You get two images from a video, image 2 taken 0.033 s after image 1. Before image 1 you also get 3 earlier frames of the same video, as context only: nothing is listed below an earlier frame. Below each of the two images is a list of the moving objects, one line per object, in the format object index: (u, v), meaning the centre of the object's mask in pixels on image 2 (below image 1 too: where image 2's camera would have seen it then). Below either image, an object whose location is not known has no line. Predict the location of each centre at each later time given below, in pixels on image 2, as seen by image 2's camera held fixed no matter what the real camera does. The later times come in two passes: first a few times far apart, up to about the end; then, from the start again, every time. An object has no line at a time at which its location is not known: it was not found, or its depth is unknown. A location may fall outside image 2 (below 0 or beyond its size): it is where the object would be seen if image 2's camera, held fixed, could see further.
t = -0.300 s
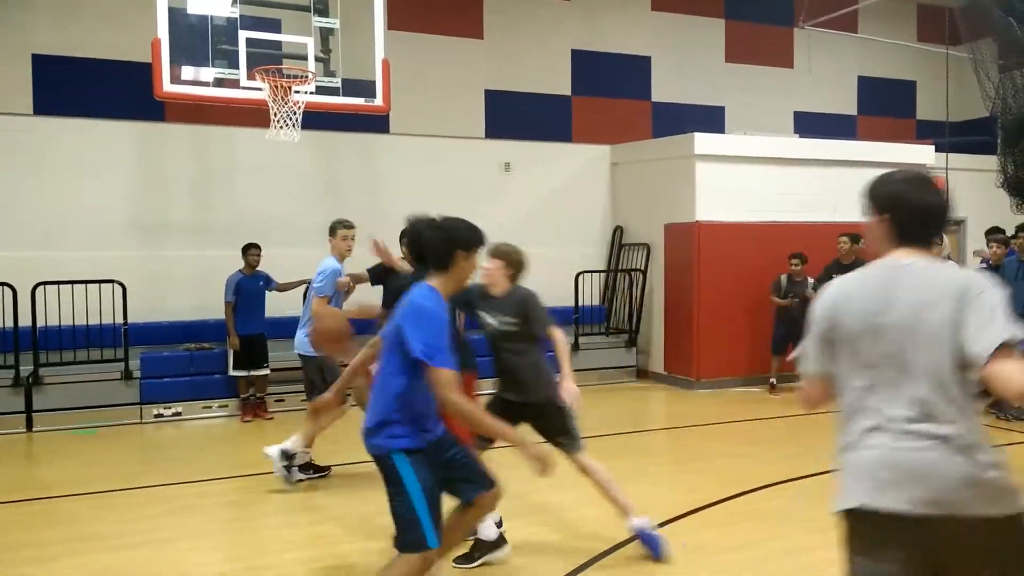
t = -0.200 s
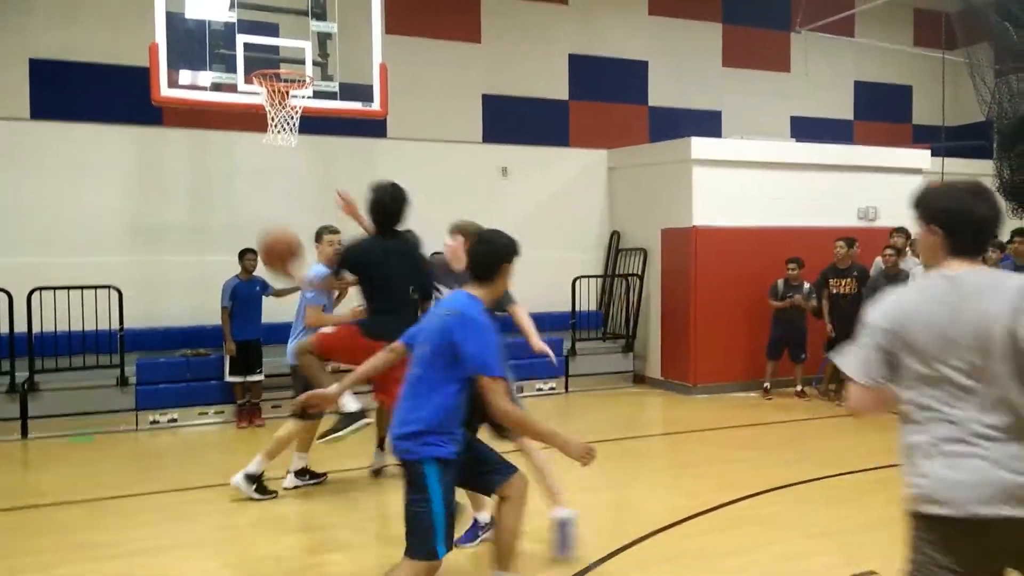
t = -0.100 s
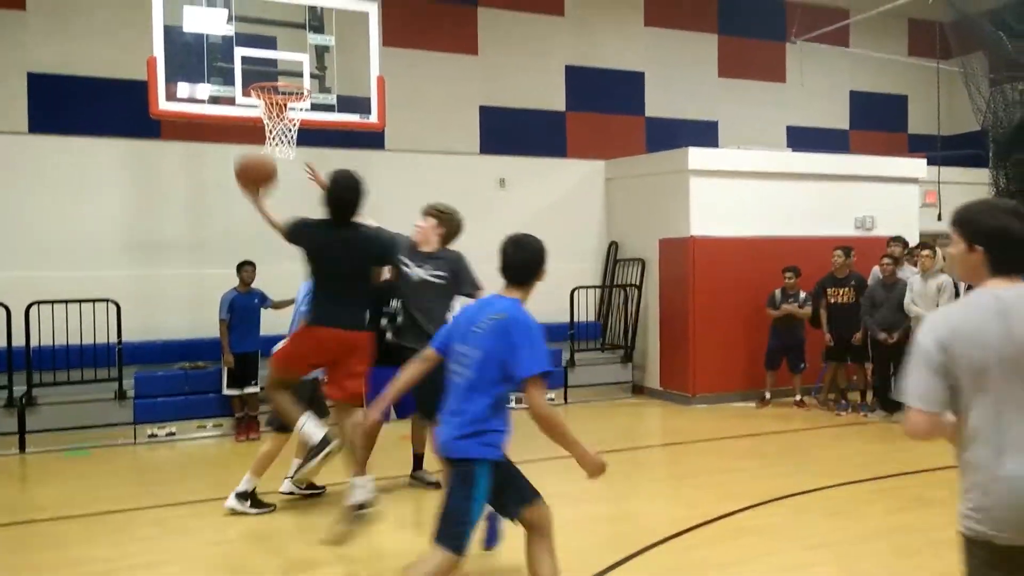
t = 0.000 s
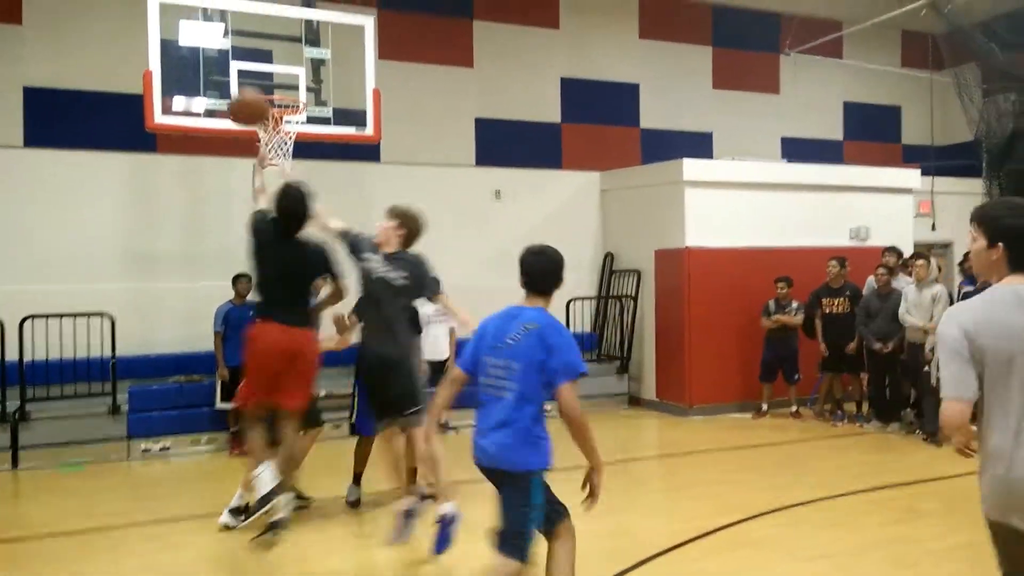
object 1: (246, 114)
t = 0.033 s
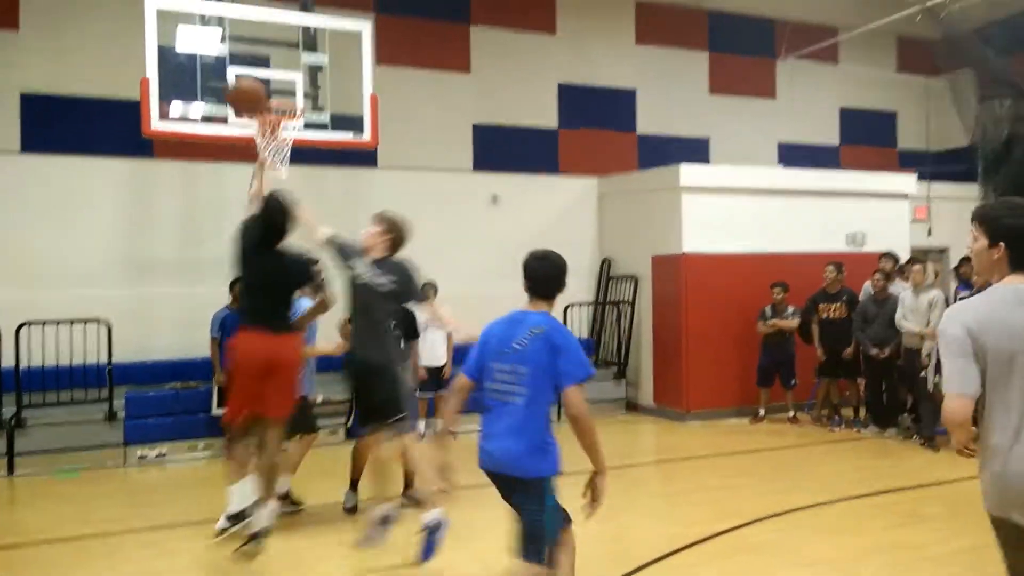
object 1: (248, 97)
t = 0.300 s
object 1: (244, 0)
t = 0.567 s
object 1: (243, 16)
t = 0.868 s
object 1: (229, 75)
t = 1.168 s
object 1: (160, 80)
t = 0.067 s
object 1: (245, 77)
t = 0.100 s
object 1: (243, 59)
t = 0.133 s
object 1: (242, 44)
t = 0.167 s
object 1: (242, 36)
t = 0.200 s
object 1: (242, 23)
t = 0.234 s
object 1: (242, 13)
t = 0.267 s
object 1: (243, 5)
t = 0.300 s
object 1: (244, 0)
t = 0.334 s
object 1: (243, -3)
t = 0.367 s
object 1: (244, -5)
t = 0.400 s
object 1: (244, -5)
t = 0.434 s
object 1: (243, -4)
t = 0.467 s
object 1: (242, -1)
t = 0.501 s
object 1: (243, 3)
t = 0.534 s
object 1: (243, 9)
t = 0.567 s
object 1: (243, 16)
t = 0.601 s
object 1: (245, 24)
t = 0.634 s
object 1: (244, 35)
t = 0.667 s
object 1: (246, 44)
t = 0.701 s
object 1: (246, 55)
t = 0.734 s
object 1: (246, 69)
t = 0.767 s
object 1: (248, 85)
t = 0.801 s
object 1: (245, 91)
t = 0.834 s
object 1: (236, 81)
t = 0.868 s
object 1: (229, 75)
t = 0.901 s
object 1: (221, 70)
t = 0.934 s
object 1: (214, 67)
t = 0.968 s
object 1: (208, 65)
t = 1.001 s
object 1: (200, 64)
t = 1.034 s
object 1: (190, 65)
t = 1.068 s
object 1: (184, 66)
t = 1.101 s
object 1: (176, 68)
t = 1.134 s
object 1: (168, 73)
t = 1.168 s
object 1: (160, 80)
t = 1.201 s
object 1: (152, 89)
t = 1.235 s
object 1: (144, 97)
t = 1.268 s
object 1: (136, 108)
